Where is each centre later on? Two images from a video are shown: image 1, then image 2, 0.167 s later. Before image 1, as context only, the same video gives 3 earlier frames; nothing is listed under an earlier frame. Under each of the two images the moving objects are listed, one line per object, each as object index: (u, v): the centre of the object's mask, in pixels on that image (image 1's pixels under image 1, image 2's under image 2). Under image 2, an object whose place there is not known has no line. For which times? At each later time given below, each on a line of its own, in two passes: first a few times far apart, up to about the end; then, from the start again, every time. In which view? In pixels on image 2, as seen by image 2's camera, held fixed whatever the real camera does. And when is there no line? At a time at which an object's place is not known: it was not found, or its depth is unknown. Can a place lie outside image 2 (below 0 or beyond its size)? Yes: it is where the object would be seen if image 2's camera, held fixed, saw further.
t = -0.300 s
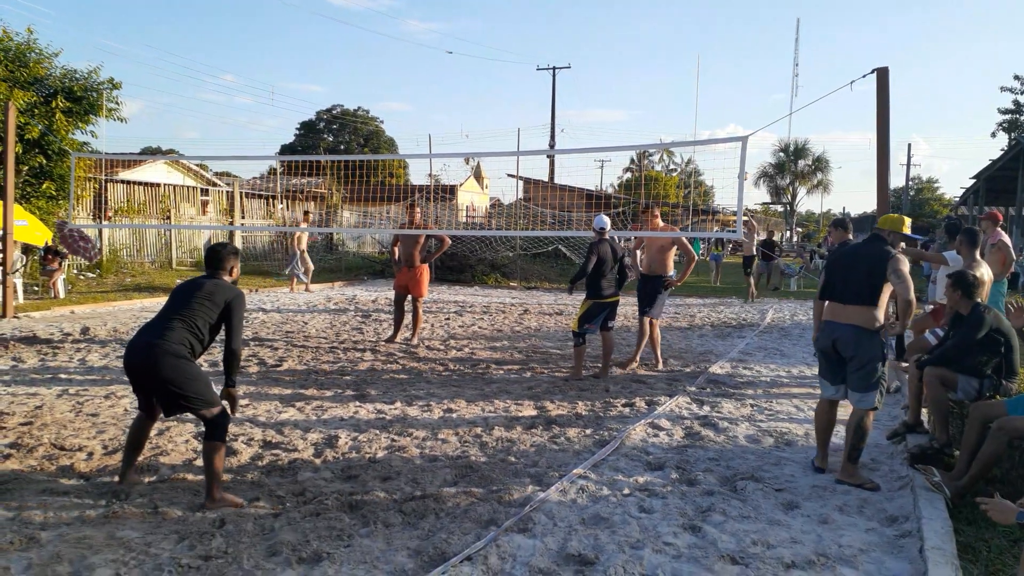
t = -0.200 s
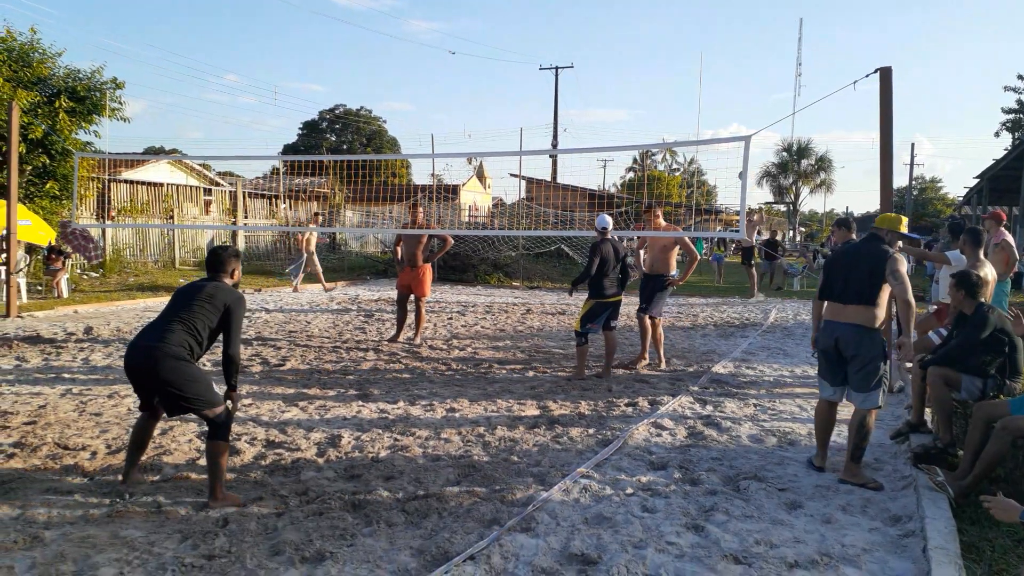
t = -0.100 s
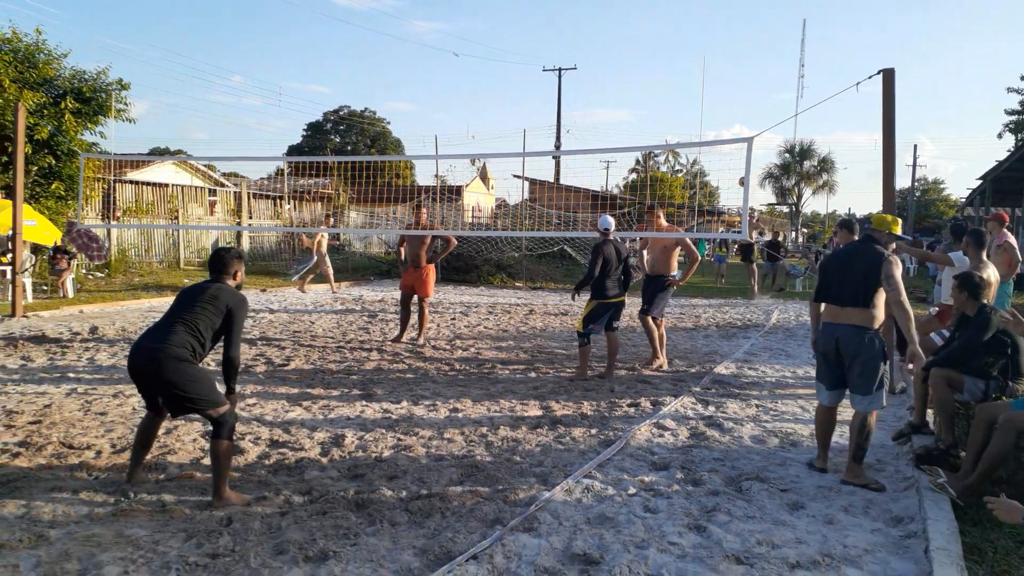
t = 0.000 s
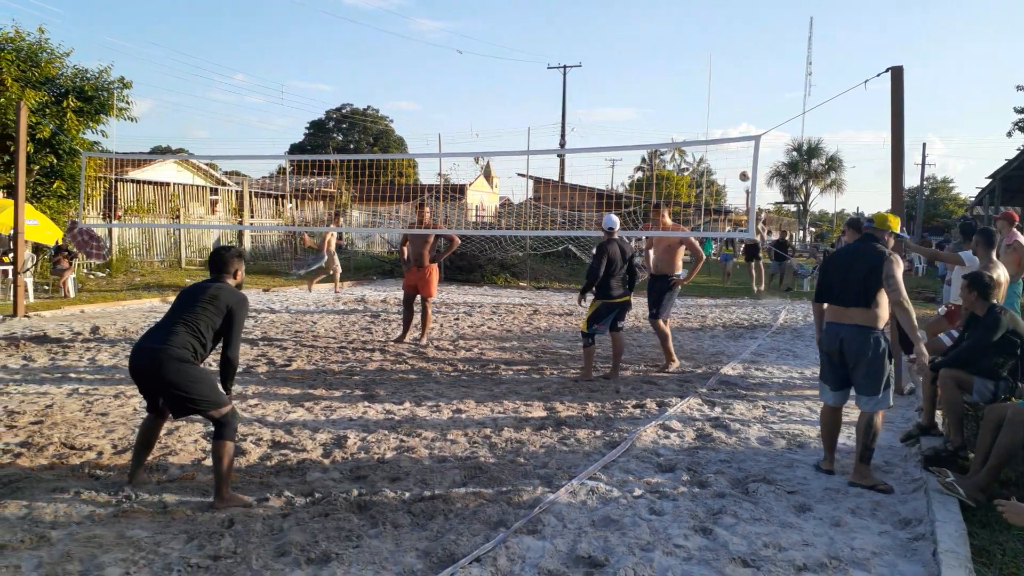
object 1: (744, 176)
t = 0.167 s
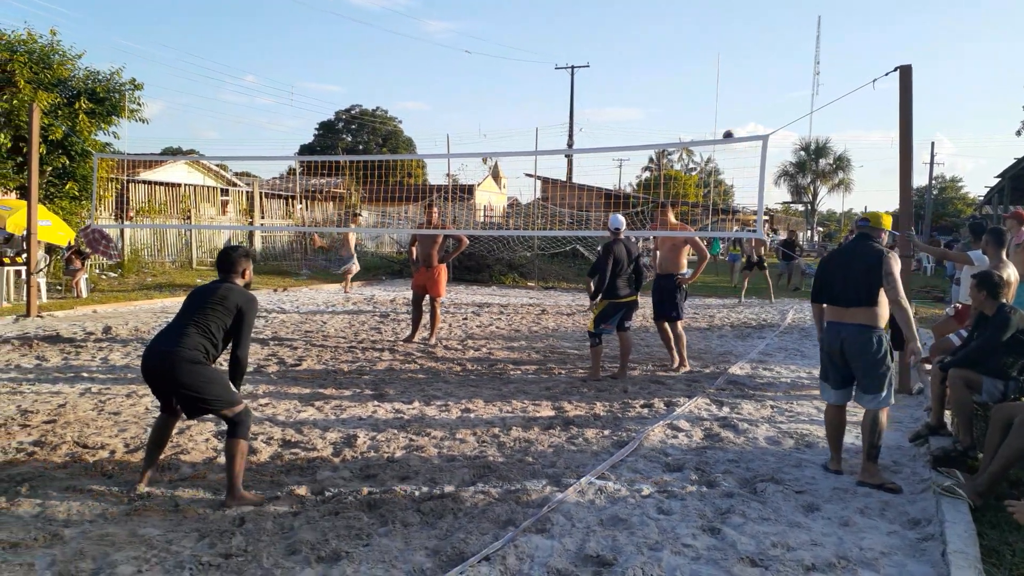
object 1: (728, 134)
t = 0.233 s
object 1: (717, 123)
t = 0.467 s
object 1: (671, 90)
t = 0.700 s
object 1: (607, 85)
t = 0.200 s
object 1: (723, 129)
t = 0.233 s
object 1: (717, 123)
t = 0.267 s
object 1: (711, 116)
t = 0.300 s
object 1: (705, 111)
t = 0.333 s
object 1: (699, 106)
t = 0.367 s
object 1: (693, 101)
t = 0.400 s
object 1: (686, 97)
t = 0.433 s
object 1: (678, 93)
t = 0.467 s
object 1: (671, 90)
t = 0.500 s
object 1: (664, 86)
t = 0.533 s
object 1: (656, 84)
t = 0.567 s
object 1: (648, 82)
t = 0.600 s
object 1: (638, 82)
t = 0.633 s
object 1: (629, 82)
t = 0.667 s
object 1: (618, 82)
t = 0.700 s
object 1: (607, 85)
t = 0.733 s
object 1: (595, 88)
